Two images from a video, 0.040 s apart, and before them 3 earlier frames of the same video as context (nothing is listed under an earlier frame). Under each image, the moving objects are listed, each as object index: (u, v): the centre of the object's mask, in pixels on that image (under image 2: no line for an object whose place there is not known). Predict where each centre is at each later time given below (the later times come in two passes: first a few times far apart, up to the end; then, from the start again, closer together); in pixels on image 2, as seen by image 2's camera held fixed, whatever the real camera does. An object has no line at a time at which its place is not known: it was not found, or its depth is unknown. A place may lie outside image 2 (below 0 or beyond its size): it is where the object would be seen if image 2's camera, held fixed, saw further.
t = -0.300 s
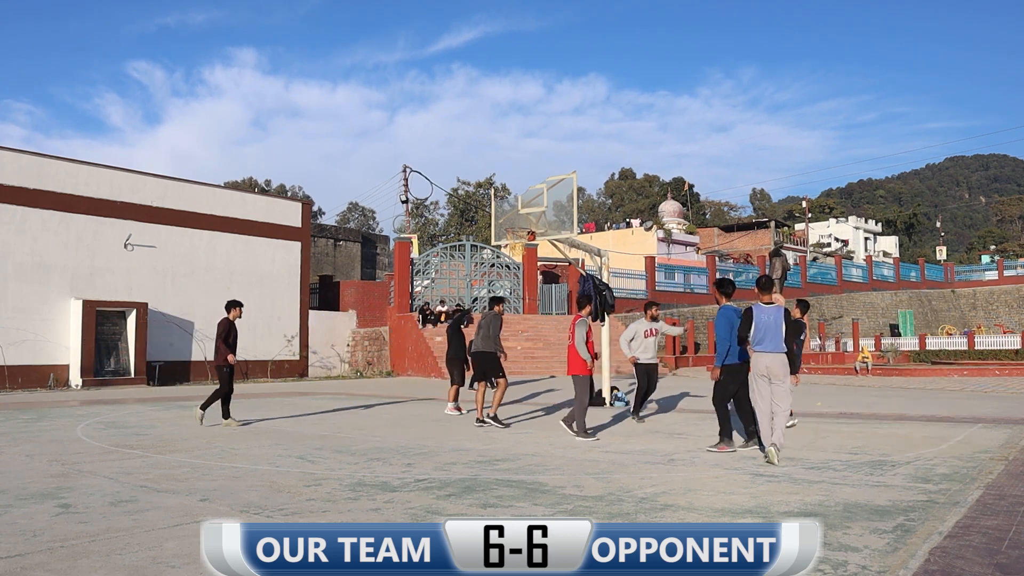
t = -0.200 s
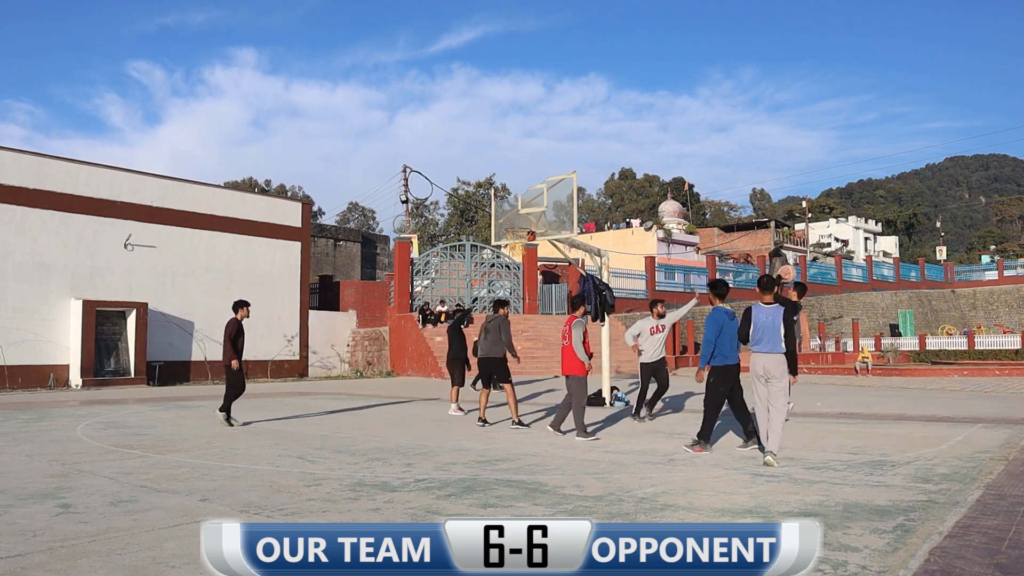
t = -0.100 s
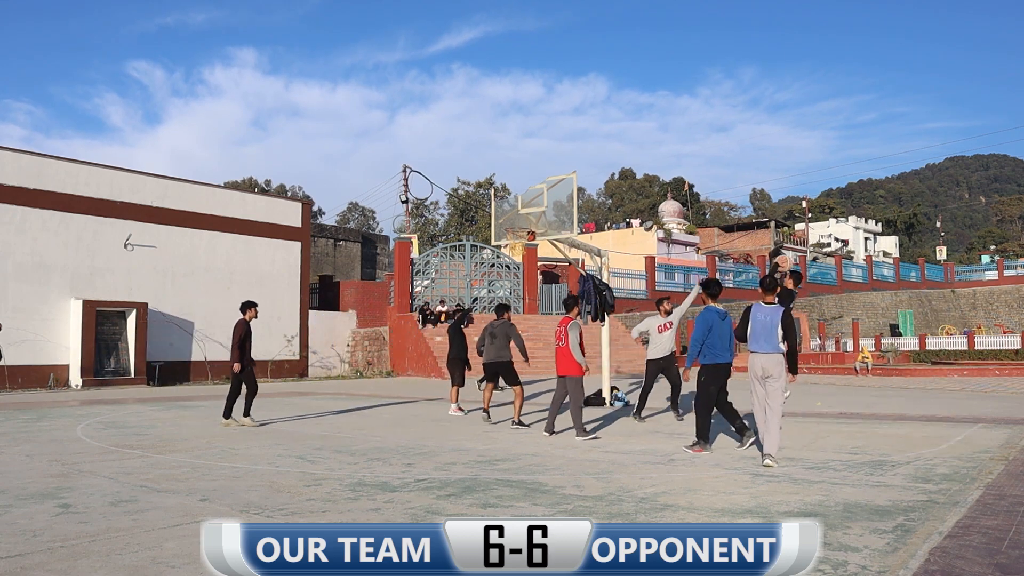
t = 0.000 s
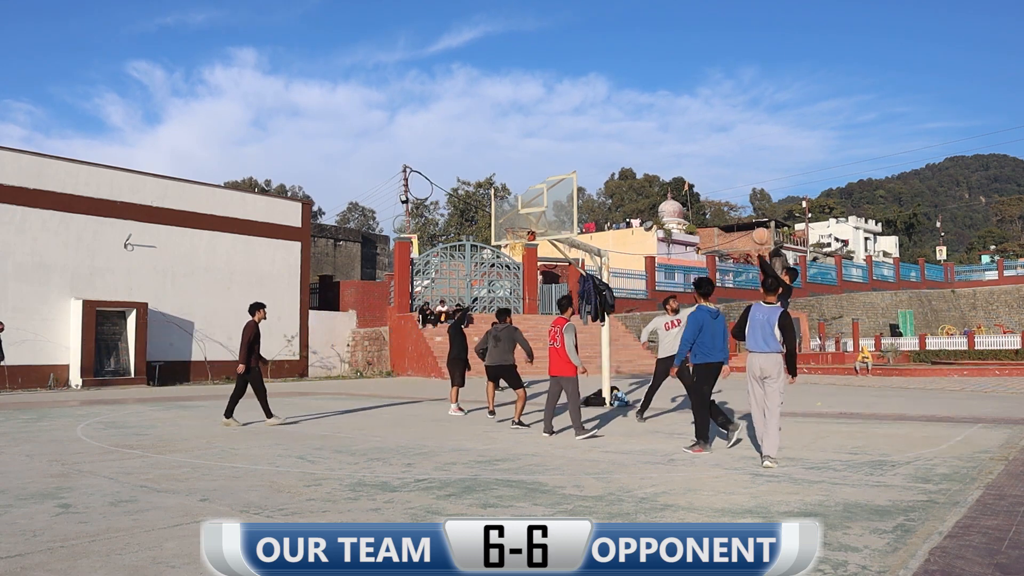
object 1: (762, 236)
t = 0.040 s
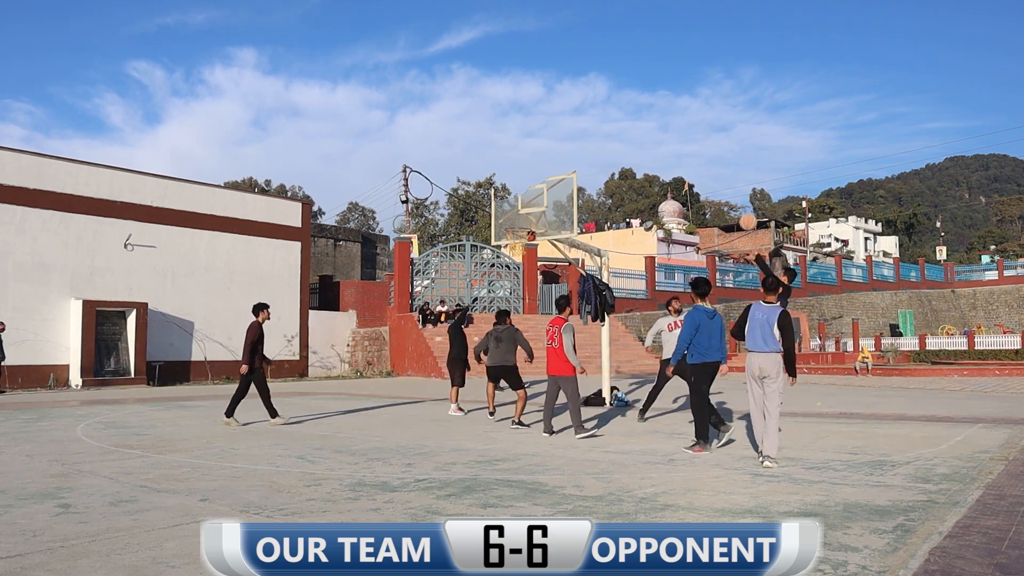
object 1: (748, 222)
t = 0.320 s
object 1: (665, 163)
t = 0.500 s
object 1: (619, 155)
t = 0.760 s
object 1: (560, 177)
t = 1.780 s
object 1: (518, 243)
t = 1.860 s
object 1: (515, 250)
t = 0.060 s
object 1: (742, 215)
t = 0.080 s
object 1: (735, 209)
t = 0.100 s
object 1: (729, 204)
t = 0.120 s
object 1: (723, 198)
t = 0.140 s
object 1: (717, 194)
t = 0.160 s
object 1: (711, 189)
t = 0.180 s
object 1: (705, 185)
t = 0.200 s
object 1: (699, 181)
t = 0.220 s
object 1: (693, 177)
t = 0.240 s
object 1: (688, 174)
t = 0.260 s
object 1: (682, 171)
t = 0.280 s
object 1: (677, 168)
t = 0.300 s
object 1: (671, 165)
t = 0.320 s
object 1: (665, 163)
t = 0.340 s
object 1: (660, 161)
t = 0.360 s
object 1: (655, 160)
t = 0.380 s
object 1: (650, 158)
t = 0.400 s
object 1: (645, 157)
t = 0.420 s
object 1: (639, 156)
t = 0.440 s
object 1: (634, 155)
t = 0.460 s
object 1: (629, 155)
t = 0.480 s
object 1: (624, 155)
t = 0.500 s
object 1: (619, 155)
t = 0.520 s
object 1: (614, 155)
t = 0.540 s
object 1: (610, 156)
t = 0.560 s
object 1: (605, 157)
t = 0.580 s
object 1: (600, 158)
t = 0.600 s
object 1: (595, 159)
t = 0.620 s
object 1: (591, 161)
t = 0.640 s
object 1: (586, 162)
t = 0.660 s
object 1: (581, 164)
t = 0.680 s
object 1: (577, 166)
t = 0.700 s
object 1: (573, 169)
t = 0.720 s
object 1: (568, 171)
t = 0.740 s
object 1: (564, 174)
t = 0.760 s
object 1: (560, 177)
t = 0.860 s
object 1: (539, 194)
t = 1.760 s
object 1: (517, 242)
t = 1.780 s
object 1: (518, 243)
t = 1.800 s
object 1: (517, 247)
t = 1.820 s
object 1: (516, 249)
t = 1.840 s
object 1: (515, 250)
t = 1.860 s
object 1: (515, 250)
